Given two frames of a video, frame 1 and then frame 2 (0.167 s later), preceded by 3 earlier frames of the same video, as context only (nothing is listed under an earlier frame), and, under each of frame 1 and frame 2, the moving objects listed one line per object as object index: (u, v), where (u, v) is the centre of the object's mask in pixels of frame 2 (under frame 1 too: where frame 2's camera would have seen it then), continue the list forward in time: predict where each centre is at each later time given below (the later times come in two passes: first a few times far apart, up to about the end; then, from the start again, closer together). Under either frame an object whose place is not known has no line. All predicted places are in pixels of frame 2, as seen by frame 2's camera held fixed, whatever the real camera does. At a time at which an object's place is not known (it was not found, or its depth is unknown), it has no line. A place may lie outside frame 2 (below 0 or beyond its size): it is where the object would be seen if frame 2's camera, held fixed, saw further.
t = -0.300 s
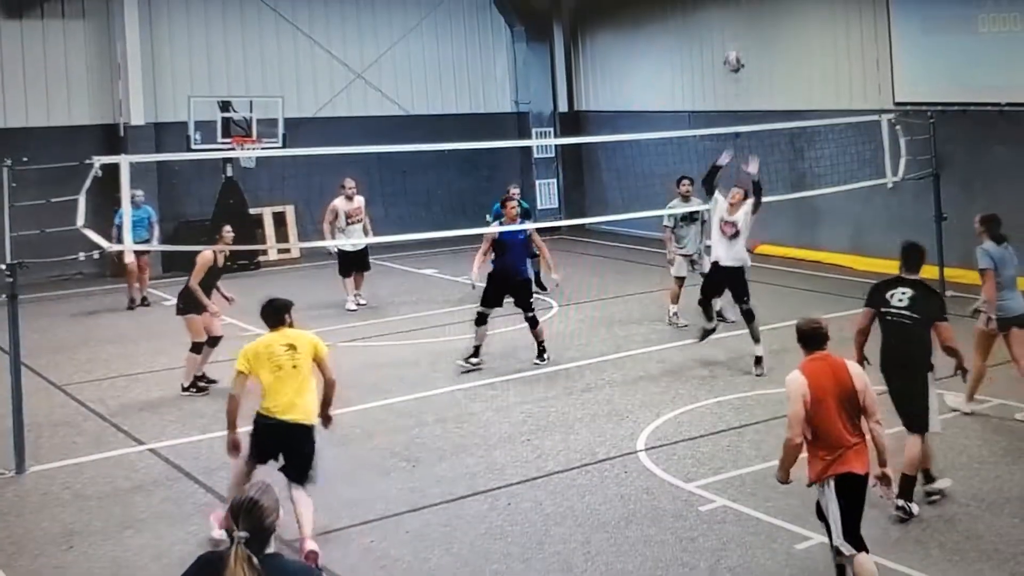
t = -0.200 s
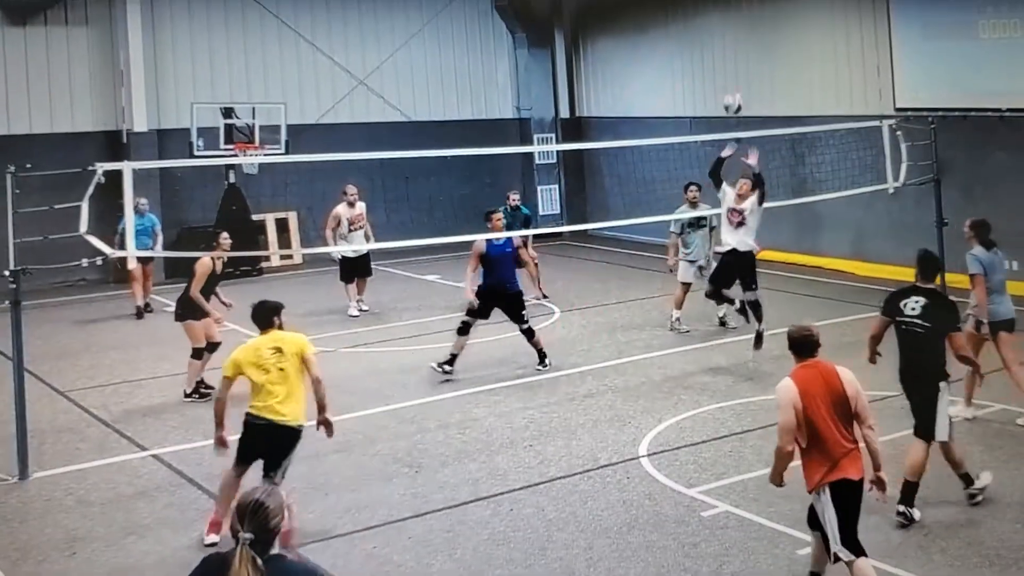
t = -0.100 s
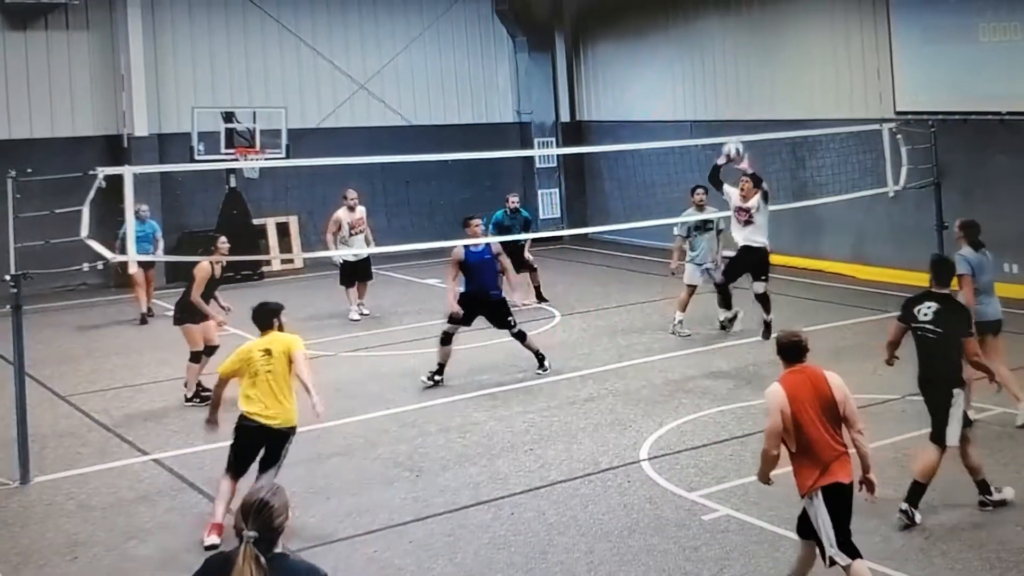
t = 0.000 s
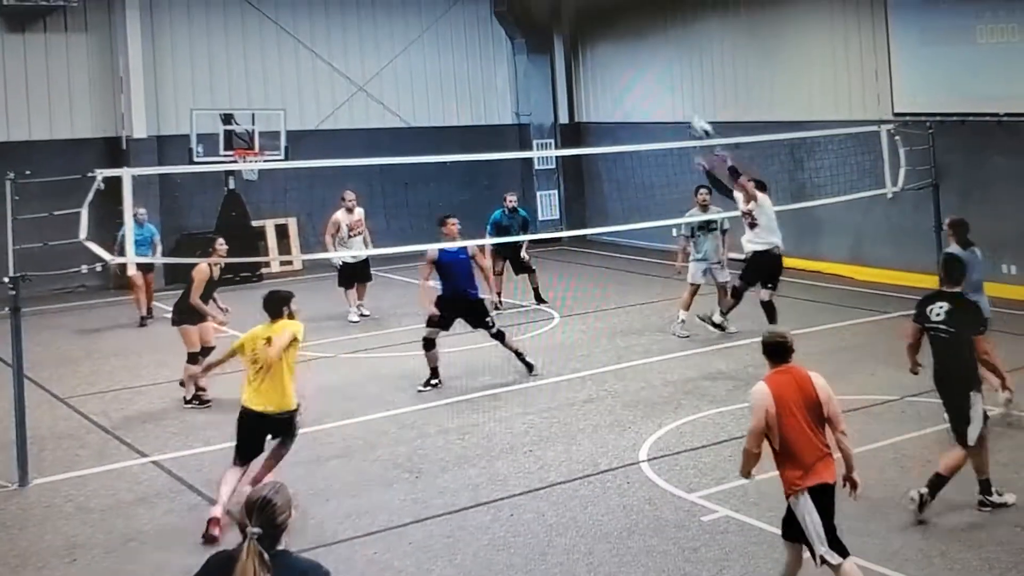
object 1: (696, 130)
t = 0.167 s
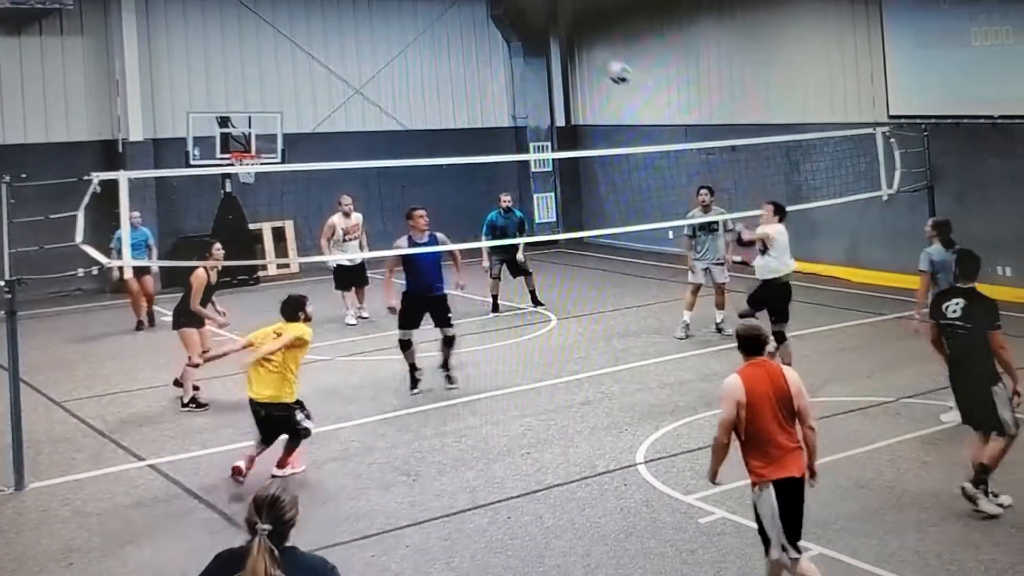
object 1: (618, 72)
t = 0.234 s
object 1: (587, 56)
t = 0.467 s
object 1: (474, 36)
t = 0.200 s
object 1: (604, 63)
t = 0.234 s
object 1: (587, 56)
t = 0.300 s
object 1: (555, 44)
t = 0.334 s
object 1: (539, 40)
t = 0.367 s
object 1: (524, 37)
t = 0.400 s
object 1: (508, 36)
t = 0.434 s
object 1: (491, 35)
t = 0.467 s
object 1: (474, 36)
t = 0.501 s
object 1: (459, 38)
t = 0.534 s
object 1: (444, 41)
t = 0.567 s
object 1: (427, 45)
